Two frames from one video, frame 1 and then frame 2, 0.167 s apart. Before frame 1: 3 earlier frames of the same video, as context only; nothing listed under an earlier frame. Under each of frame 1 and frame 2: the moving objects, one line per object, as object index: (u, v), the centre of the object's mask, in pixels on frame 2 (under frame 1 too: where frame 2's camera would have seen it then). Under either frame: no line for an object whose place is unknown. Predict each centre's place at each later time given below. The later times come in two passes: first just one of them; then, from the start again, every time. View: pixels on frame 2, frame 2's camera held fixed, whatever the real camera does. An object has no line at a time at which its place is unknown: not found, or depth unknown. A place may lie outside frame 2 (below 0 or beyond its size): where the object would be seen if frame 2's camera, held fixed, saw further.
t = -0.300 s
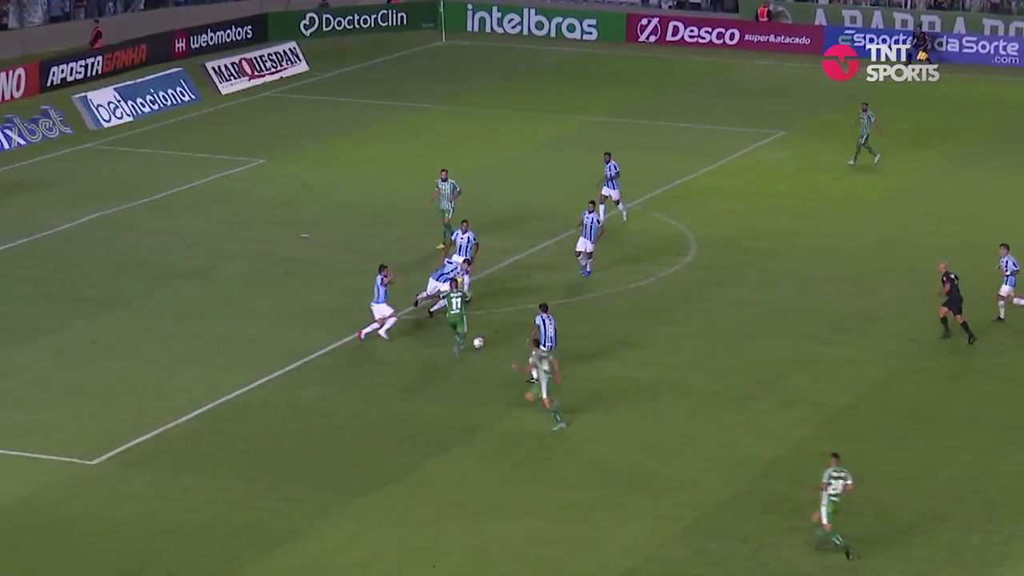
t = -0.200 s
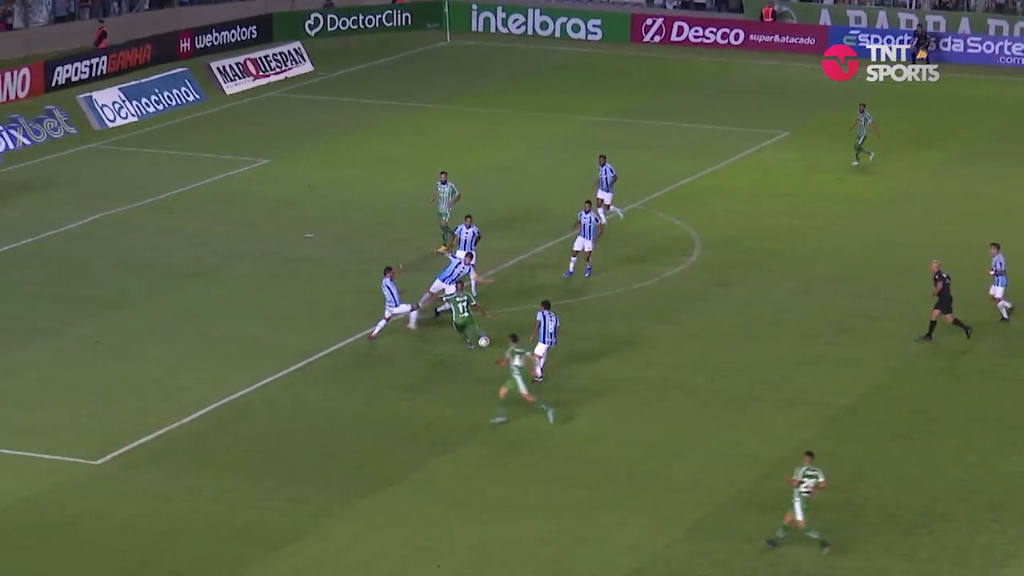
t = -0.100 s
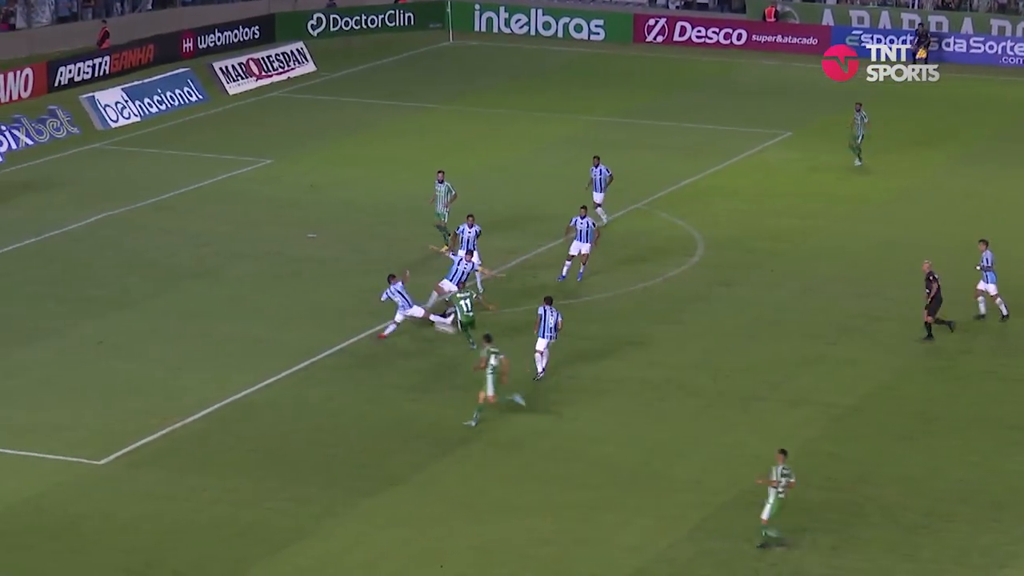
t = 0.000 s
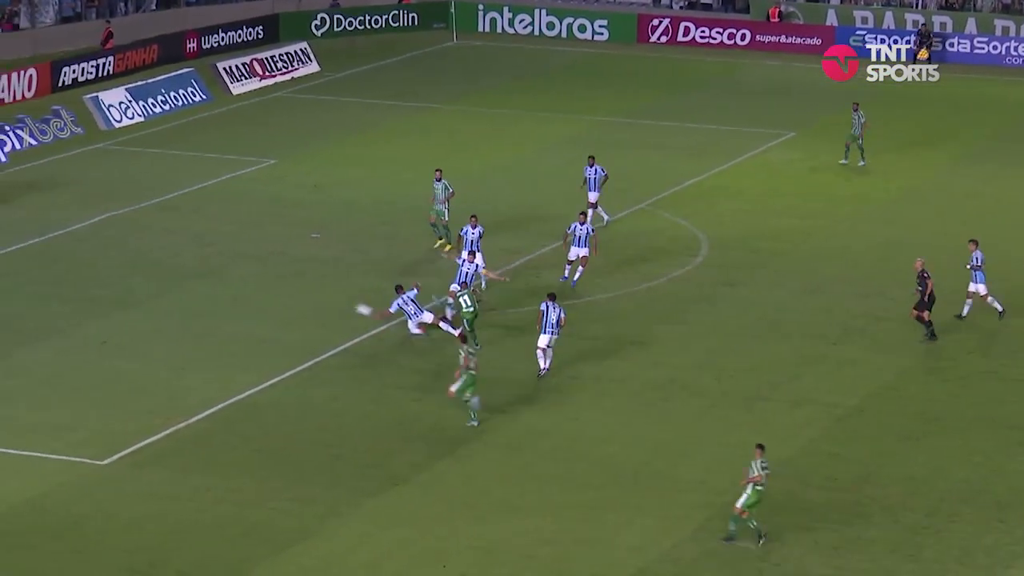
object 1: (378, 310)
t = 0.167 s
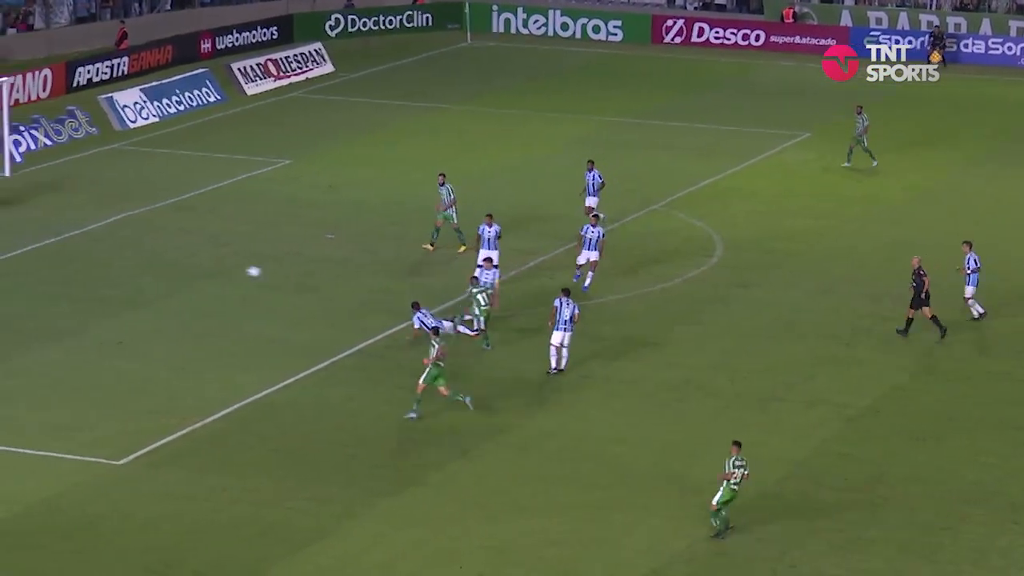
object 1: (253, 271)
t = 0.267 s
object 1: (183, 256)
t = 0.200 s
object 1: (230, 266)
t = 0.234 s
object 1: (206, 261)
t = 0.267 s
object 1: (183, 256)
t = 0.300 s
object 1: (160, 254)
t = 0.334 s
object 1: (136, 251)
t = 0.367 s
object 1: (113, 249)
